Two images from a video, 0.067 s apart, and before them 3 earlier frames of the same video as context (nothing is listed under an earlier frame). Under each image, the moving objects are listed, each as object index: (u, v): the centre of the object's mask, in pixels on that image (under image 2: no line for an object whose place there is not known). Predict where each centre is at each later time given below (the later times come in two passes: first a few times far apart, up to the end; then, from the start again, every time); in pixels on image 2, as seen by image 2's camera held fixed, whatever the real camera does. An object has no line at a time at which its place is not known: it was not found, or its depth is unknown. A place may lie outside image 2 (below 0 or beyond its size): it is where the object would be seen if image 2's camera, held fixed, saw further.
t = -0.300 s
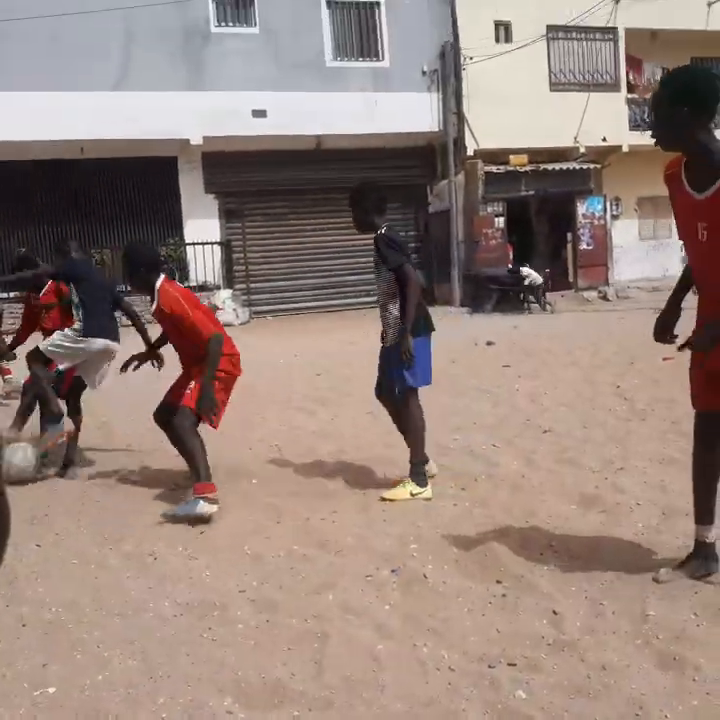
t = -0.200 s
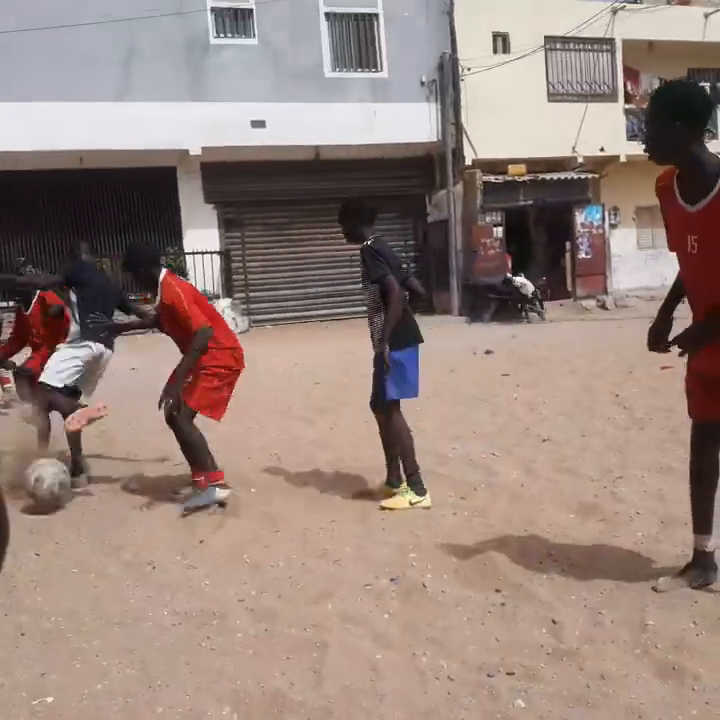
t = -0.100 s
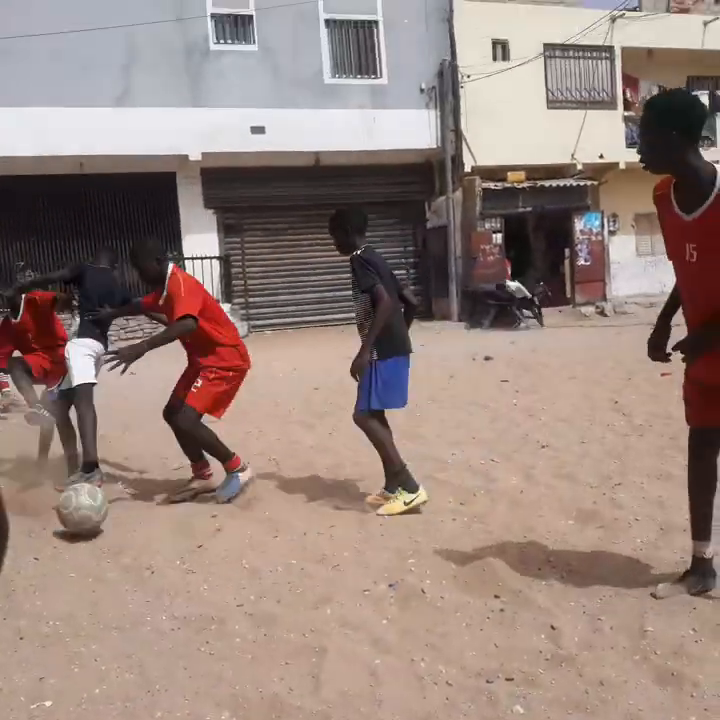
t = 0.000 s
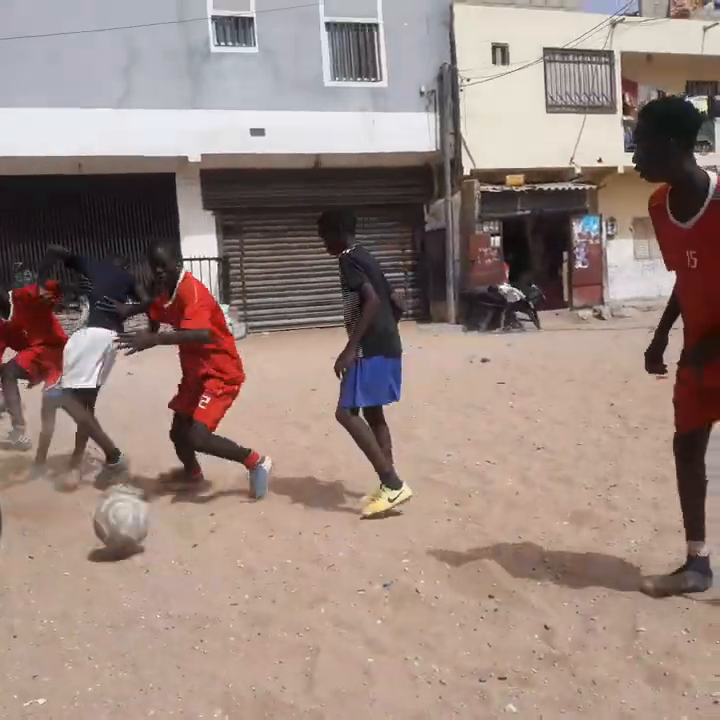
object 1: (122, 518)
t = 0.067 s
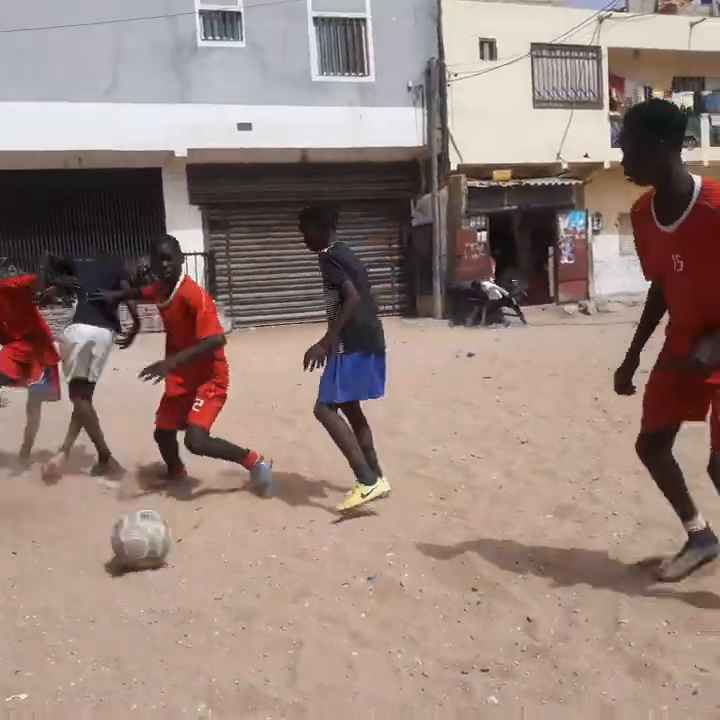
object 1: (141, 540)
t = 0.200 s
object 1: (225, 574)
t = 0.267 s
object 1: (276, 592)
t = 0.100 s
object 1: (160, 546)
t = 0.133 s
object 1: (181, 553)
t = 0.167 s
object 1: (201, 563)
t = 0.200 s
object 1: (225, 574)
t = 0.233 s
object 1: (249, 583)
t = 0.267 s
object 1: (276, 592)
